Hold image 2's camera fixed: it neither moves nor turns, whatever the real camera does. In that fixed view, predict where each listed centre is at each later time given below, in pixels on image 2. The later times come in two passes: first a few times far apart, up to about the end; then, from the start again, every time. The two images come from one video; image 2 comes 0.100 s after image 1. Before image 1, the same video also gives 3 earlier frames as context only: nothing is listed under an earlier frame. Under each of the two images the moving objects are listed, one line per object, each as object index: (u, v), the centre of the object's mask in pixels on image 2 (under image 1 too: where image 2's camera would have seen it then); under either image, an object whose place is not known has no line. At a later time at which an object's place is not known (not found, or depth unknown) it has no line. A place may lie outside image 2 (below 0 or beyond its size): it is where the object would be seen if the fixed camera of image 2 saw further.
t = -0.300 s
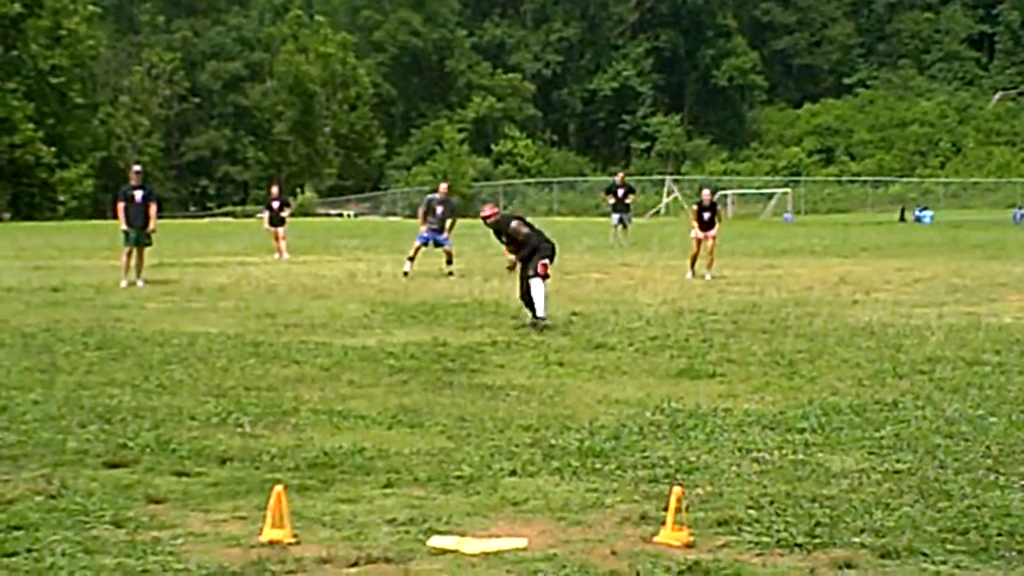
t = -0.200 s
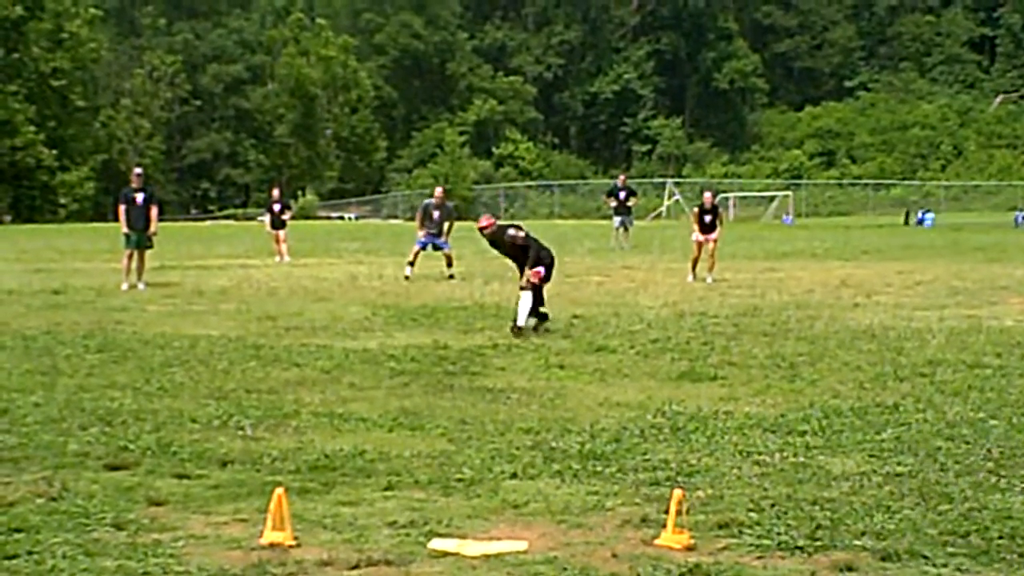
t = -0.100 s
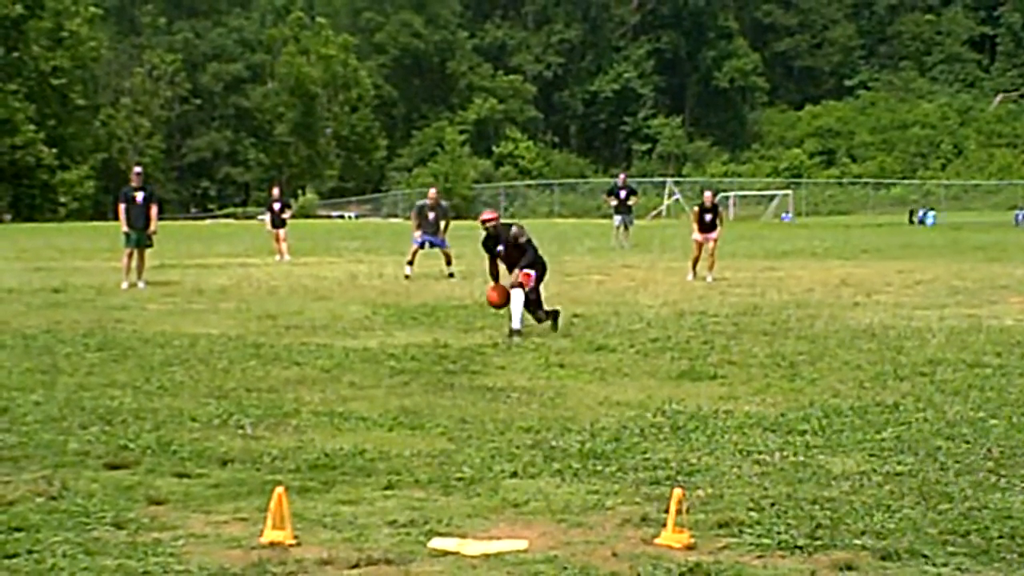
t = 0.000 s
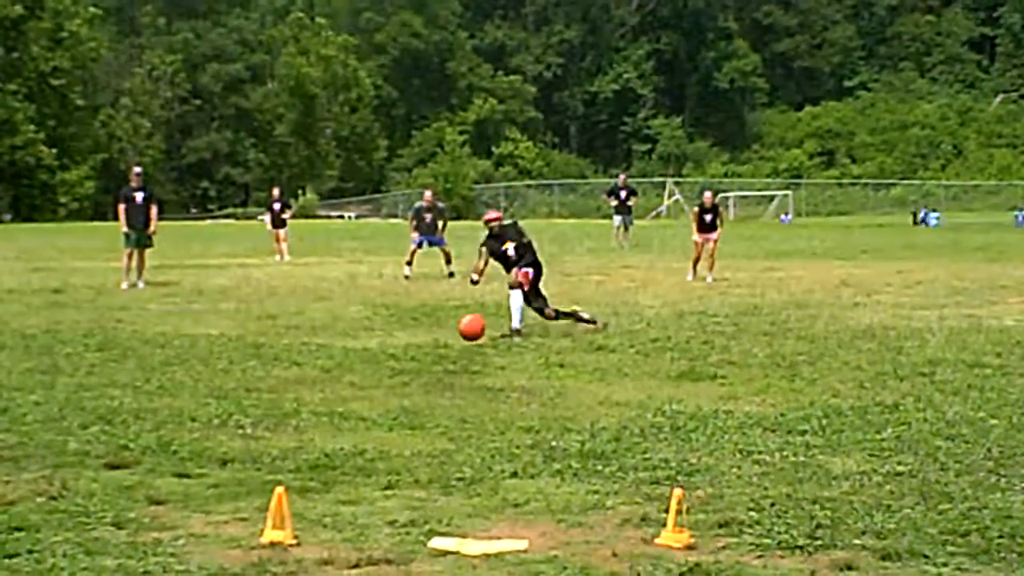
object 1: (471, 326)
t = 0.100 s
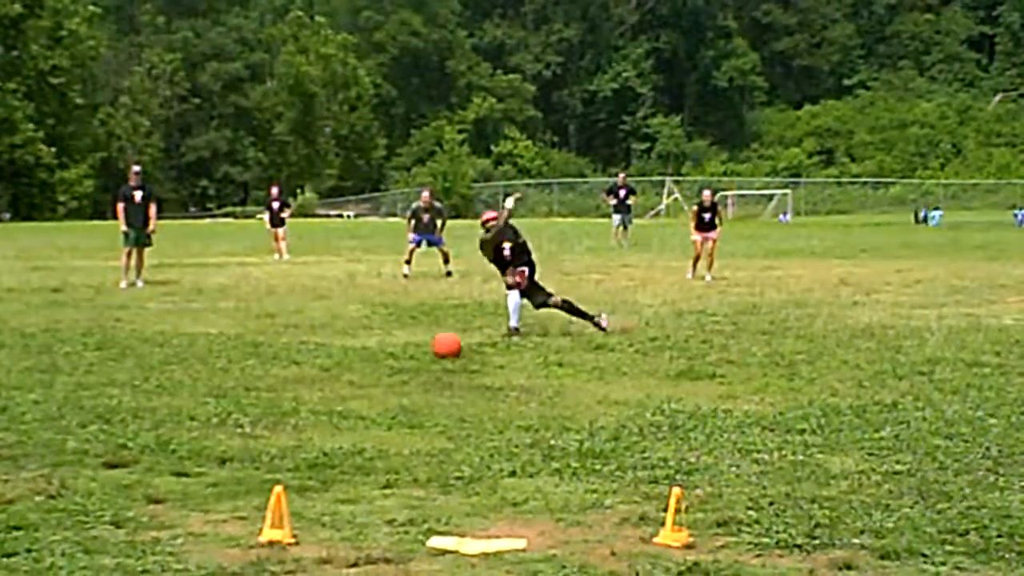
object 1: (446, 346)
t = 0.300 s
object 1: (414, 368)
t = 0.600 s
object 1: (377, 409)
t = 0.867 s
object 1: (332, 464)
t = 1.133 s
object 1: (272, 555)
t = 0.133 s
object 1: (441, 347)
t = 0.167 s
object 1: (436, 349)
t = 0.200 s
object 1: (430, 352)
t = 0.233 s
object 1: (424, 358)
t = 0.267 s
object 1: (418, 365)
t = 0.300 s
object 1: (414, 368)
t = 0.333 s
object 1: (411, 371)
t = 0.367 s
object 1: (407, 373)
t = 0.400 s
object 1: (403, 376)
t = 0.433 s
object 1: (399, 383)
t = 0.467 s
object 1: (395, 390)
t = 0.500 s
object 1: (390, 397)
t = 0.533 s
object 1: (386, 400)
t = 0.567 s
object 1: (381, 404)
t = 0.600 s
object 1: (377, 409)
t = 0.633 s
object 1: (371, 414)
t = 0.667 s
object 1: (366, 425)
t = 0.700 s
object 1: (360, 434)
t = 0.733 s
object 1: (355, 435)
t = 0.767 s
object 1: (350, 440)
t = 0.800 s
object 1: (344, 445)
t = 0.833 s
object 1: (338, 452)
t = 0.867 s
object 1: (332, 464)
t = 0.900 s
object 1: (326, 477)
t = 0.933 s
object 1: (318, 495)
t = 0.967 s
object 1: (312, 506)
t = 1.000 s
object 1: (303, 509)
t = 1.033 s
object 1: (297, 516)
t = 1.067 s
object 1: (289, 526)
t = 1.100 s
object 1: (281, 538)
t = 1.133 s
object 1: (272, 555)
